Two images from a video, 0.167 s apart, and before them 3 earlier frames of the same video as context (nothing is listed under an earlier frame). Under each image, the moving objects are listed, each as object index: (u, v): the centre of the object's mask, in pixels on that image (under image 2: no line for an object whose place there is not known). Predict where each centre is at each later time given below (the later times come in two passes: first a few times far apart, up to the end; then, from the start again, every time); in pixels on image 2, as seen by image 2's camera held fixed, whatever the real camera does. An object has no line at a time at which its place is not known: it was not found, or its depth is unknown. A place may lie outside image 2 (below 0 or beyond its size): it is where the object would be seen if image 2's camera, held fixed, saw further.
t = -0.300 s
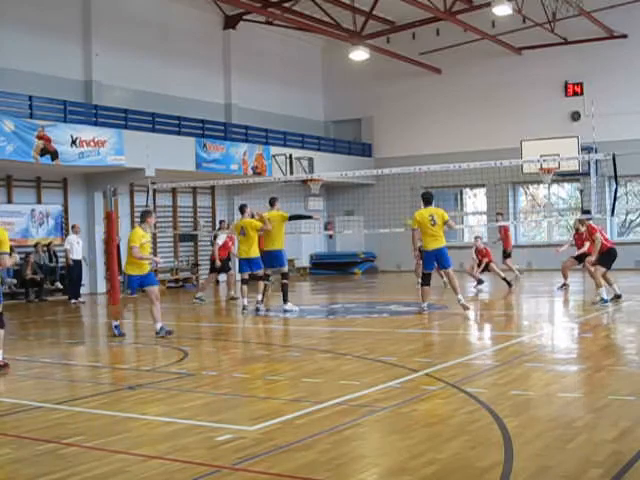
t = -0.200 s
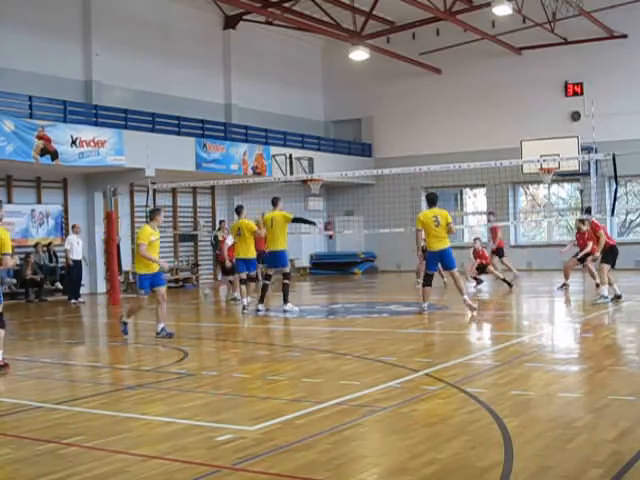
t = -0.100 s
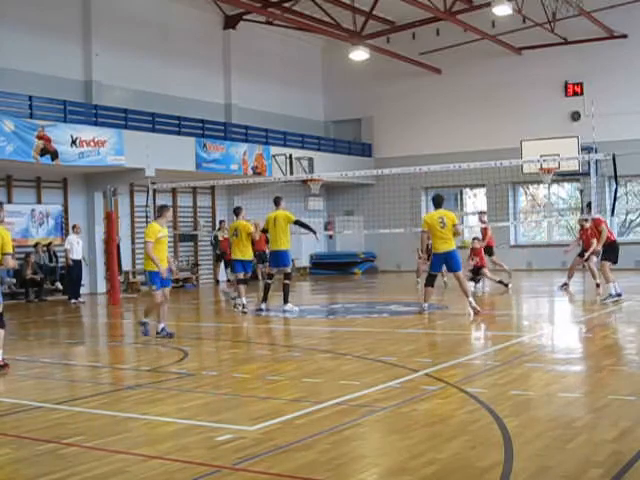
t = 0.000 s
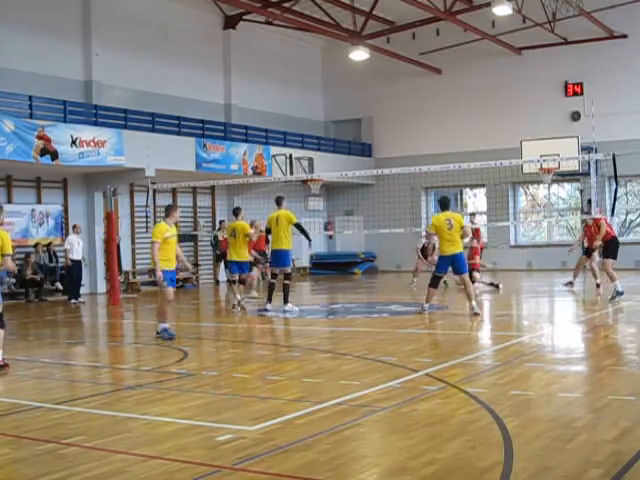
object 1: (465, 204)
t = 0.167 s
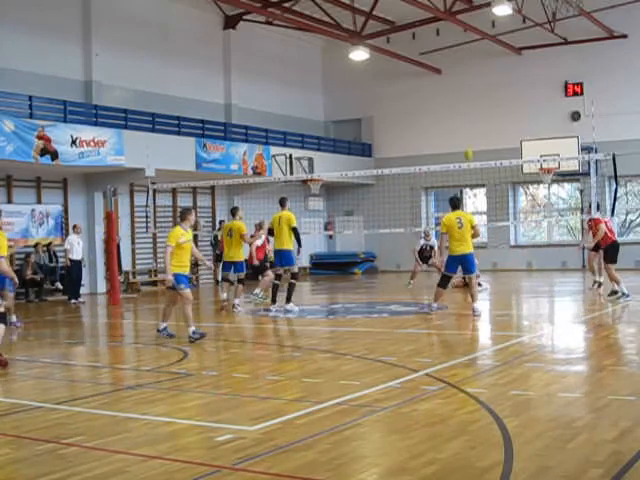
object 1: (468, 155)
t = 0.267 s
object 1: (470, 129)
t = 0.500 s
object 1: (476, 86)
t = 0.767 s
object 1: (486, 65)
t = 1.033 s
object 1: (498, 76)
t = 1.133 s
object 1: (503, 90)
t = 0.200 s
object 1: (467, 146)
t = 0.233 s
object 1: (468, 137)
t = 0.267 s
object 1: (470, 129)
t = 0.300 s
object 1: (471, 121)
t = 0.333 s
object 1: (471, 115)
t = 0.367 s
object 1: (472, 108)
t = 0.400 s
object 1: (473, 101)
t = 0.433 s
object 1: (475, 96)
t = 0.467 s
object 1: (475, 90)
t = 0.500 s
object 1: (476, 86)
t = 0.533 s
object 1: (477, 82)
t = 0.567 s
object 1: (479, 78)
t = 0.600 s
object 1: (479, 75)
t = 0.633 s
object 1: (481, 72)
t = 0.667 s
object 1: (482, 69)
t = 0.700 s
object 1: (484, 68)
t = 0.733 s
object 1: (485, 66)
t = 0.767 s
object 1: (486, 65)
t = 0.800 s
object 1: (488, 65)
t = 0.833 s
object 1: (489, 65)
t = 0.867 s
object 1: (490, 66)
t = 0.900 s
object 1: (491, 67)
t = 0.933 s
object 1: (493, 68)
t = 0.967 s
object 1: (495, 71)
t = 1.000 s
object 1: (497, 74)
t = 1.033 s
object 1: (498, 76)
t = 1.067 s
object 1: (500, 80)
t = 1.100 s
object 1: (501, 85)
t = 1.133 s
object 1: (503, 90)
